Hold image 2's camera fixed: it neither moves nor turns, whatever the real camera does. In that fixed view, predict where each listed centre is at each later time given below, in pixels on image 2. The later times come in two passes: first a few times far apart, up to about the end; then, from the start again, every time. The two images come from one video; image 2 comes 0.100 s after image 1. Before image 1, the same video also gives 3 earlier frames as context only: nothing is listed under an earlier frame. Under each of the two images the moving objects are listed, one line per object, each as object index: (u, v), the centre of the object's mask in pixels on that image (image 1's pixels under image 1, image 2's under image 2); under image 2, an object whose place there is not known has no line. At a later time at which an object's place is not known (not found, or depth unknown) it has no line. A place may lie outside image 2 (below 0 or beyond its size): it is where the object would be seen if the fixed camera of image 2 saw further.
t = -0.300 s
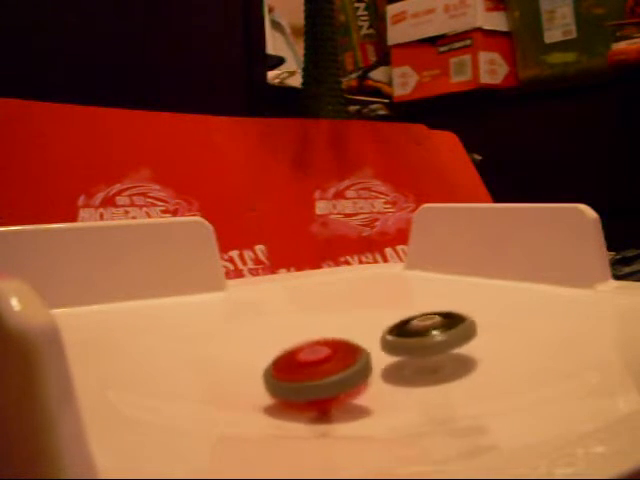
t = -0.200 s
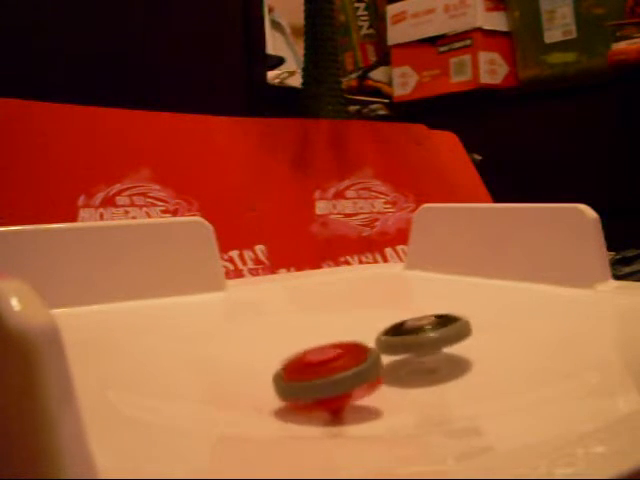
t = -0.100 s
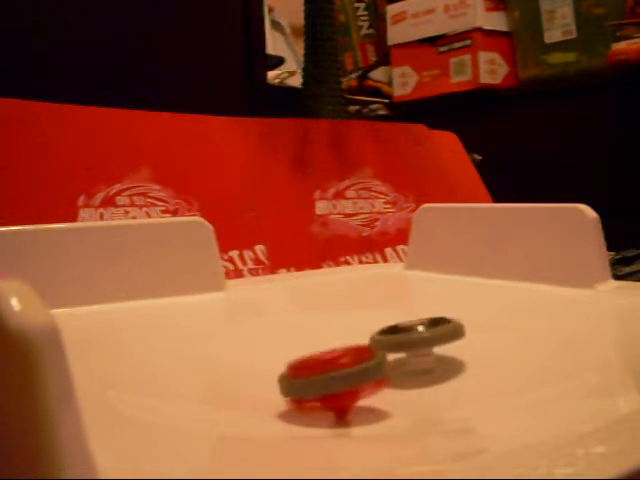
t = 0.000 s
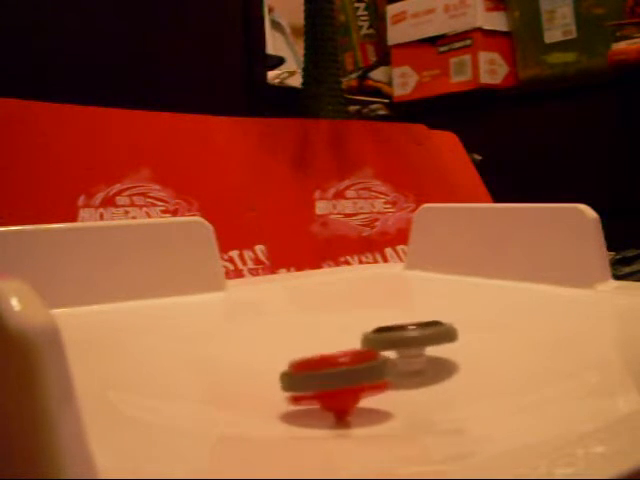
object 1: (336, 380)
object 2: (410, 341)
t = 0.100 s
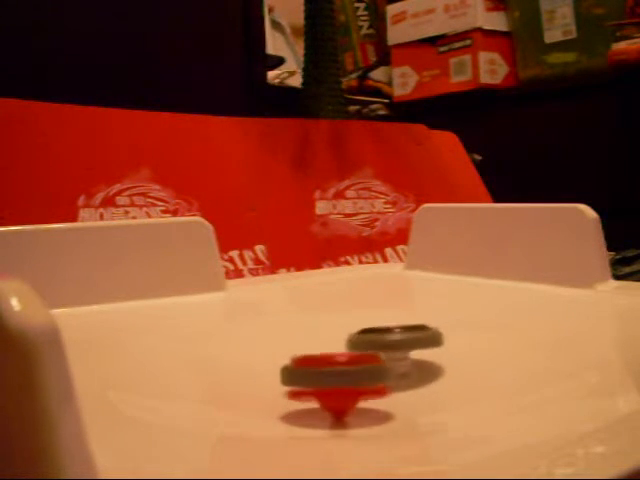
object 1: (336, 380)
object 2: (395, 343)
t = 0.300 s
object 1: (340, 379)
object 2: (351, 342)
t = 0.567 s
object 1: (369, 374)
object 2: (316, 341)
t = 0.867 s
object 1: (401, 371)
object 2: (326, 348)
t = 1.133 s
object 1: (402, 371)
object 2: (327, 352)
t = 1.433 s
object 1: (429, 377)
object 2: (288, 341)
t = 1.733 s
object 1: (428, 373)
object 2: (284, 342)
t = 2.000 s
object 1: (434, 357)
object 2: (282, 347)
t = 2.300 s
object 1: (440, 349)
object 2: (284, 353)
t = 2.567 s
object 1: (423, 351)
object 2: (283, 355)
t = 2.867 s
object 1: (382, 347)
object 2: (283, 359)
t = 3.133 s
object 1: (379, 342)
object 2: (286, 362)
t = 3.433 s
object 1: (372, 347)
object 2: (287, 368)
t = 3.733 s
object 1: (361, 347)
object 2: (284, 368)
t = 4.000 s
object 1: (377, 350)
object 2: (274, 369)
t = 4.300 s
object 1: (370, 358)
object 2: (278, 372)
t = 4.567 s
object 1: (372, 358)
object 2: (277, 375)
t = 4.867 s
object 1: (408, 351)
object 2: (299, 376)
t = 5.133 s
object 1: (425, 349)
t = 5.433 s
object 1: (370, 348)
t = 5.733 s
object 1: (360, 336)
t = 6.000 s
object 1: (359, 334)
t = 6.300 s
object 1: (383, 339)
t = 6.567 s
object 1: (394, 352)
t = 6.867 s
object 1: (385, 365)
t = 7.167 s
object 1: (388, 367)
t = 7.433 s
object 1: (384, 368)
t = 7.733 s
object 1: (376, 371)
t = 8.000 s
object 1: (371, 372)
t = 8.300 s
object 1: (371, 372)
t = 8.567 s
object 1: (371, 373)
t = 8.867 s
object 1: (371, 372)
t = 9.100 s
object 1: (371, 372)
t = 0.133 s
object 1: (337, 380)
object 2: (388, 341)
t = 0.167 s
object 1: (337, 379)
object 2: (380, 341)
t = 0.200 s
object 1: (337, 379)
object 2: (372, 342)
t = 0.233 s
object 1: (337, 379)
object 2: (365, 342)
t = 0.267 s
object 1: (340, 379)
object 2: (358, 342)
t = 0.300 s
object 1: (340, 379)
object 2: (351, 342)
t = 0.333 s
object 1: (342, 378)
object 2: (344, 342)
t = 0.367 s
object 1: (344, 377)
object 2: (337, 342)
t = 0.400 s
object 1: (346, 377)
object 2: (333, 341)
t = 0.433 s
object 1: (349, 377)
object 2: (328, 340)
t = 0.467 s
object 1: (354, 376)
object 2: (322, 340)
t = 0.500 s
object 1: (359, 375)
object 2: (316, 340)
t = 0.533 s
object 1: (364, 375)
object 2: (317, 341)
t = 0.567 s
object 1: (369, 374)
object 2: (316, 341)
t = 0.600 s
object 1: (374, 373)
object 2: (316, 342)
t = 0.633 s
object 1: (378, 372)
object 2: (317, 343)
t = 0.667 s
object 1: (382, 372)
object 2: (318, 344)
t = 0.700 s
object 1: (386, 372)
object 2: (319, 345)
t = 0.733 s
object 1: (390, 371)
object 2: (321, 345)
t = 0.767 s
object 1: (393, 371)
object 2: (322, 346)
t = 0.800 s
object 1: (397, 371)
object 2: (324, 346)
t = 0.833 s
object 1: (398, 371)
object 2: (325, 347)
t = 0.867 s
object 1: (401, 371)
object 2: (326, 348)
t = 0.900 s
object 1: (404, 369)
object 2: (327, 348)
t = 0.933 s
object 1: (403, 371)
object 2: (328, 349)
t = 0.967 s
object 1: (404, 370)
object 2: (328, 350)
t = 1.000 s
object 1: (403, 371)
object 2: (329, 350)
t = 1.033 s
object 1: (403, 371)
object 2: (329, 351)
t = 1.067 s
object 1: (402, 371)
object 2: (328, 350)
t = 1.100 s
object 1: (403, 371)
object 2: (328, 351)
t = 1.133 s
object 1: (402, 371)
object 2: (327, 352)
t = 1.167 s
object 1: (401, 371)
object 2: (326, 353)
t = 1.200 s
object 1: (401, 371)
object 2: (326, 353)
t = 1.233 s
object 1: (403, 370)
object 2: (324, 354)
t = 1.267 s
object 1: (417, 373)
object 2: (317, 344)
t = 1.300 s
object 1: (425, 375)
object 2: (309, 339)
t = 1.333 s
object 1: (430, 377)
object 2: (301, 336)
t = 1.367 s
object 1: (430, 377)
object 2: (295, 335)
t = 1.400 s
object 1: (429, 377)
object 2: (291, 336)
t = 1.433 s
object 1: (429, 377)
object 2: (288, 341)
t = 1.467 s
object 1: (429, 376)
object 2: (287, 342)
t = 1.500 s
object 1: (429, 375)
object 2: (287, 342)
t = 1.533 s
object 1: (429, 375)
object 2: (286, 343)
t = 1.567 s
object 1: (429, 375)
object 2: (286, 343)
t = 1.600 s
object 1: (429, 375)
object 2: (286, 344)
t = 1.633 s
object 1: (428, 375)
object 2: (285, 345)
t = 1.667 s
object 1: (428, 374)
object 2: (285, 345)
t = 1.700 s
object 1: (428, 374)
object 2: (284, 344)
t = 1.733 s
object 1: (428, 373)
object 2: (284, 342)
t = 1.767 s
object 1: (428, 371)
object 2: (284, 345)
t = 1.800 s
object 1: (428, 369)
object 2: (284, 345)
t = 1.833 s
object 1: (428, 367)
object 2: (284, 345)
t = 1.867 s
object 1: (428, 365)
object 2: (284, 346)
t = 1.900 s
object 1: (430, 363)
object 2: (283, 346)
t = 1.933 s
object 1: (431, 360)
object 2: (283, 346)
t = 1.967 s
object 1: (432, 358)
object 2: (283, 347)
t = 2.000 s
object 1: (434, 357)
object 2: (282, 347)
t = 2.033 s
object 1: (435, 356)
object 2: (283, 347)
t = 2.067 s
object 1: (437, 355)
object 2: (282, 348)
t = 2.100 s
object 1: (439, 353)
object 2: (282, 349)
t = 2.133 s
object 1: (440, 352)
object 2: (282, 349)
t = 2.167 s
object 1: (441, 352)
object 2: (282, 351)
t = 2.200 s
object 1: (441, 350)
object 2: (282, 351)
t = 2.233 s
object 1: (441, 350)
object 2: (283, 351)
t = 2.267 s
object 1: (441, 349)
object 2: (284, 352)
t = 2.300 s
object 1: (440, 349)
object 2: (284, 353)
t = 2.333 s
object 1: (439, 349)
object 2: (284, 354)
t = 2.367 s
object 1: (438, 349)
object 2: (284, 354)
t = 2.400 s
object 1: (437, 350)
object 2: (285, 354)
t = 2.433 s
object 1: (435, 350)
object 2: (284, 355)
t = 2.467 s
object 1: (433, 351)
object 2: (284, 355)
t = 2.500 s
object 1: (430, 351)
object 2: (284, 355)
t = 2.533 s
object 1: (426, 351)
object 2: (283, 355)
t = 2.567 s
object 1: (423, 351)
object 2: (283, 355)
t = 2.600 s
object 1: (418, 352)
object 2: (283, 355)
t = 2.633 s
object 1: (414, 351)
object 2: (283, 356)
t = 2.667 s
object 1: (408, 351)
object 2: (282, 356)
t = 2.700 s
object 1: (403, 351)
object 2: (282, 357)
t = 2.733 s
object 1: (396, 350)
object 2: (282, 357)
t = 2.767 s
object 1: (390, 350)
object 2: (282, 358)
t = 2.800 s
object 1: (386, 349)
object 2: (283, 358)
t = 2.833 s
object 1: (384, 348)
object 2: (283, 360)
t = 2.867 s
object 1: (382, 347)
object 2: (283, 359)
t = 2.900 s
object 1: (381, 347)
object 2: (284, 359)
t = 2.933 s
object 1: (380, 347)
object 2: (284, 360)
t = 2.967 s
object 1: (380, 345)
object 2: (285, 361)
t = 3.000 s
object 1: (379, 344)
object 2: (285, 361)
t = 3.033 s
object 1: (379, 345)
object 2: (285, 361)
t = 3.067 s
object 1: (379, 343)
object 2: (285, 361)
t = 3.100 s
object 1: (379, 344)
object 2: (286, 362)
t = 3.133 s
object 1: (379, 342)
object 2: (286, 362)
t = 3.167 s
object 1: (378, 344)
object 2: (286, 363)
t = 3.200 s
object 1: (377, 345)
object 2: (286, 364)
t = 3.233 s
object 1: (377, 344)
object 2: (287, 363)
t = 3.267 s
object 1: (377, 345)
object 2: (287, 364)
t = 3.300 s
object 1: (376, 345)
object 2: (288, 364)
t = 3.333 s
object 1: (375, 346)
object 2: (288, 364)
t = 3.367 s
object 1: (373, 346)
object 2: (290, 367)
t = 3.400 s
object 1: (373, 347)
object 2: (288, 367)
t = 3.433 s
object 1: (372, 347)
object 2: (287, 368)
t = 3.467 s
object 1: (370, 348)
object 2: (286, 368)
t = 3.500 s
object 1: (369, 348)
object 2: (284, 367)
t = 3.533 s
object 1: (367, 348)
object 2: (281, 368)
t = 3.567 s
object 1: (367, 348)
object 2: (281, 367)
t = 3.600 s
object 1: (365, 348)
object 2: (282, 368)
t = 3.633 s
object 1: (363, 348)
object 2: (282, 368)
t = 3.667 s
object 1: (362, 348)
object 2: (283, 368)
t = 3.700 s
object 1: (361, 347)
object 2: (283, 368)
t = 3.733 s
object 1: (361, 347)
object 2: (284, 368)
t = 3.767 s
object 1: (361, 347)
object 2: (284, 369)
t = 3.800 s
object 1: (361, 348)
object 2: (282, 369)
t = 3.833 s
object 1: (362, 348)
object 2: (283, 367)
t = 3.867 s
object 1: (366, 348)
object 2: (281, 367)
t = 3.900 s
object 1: (372, 347)
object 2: (272, 368)
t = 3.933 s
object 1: (376, 349)
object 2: (270, 368)
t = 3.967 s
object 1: (377, 349)
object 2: (271, 367)
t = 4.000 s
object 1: (377, 350)
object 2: (274, 369)
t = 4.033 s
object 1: (377, 350)
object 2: (276, 369)
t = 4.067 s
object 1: (377, 352)
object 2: (277, 369)
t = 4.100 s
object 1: (377, 353)
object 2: (278, 370)
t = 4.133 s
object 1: (377, 354)
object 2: (279, 370)
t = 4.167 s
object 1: (375, 356)
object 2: (280, 370)
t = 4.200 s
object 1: (374, 358)
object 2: (281, 371)
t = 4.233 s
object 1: (371, 360)
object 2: (281, 371)
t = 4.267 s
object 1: (372, 357)
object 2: (278, 371)
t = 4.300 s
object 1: (370, 358)
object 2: (278, 372)
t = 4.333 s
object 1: (369, 359)
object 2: (279, 374)
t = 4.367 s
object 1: (369, 358)
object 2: (279, 375)
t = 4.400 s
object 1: (368, 359)
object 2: (280, 375)
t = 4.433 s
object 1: (367, 359)
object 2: (280, 375)
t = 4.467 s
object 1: (366, 358)
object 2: (280, 375)
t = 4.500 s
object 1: (366, 358)
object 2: (281, 375)
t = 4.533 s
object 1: (366, 357)
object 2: (283, 375)
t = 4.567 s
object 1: (372, 358)
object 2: (277, 375)
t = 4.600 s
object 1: (379, 357)
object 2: (273, 376)
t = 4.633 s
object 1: (385, 354)
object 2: (274, 376)
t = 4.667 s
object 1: (391, 352)
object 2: (277, 376)
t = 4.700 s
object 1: (397, 352)
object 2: (280, 376)
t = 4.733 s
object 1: (401, 351)
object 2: (282, 376)
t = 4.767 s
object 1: (405, 351)
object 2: (285, 377)
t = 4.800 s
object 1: (407, 351)
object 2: (288, 376)
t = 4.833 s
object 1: (409, 351)
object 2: (292, 376)
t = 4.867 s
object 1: (408, 351)
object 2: (299, 376)
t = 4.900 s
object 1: (409, 352)
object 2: (307, 375)
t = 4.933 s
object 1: (410, 354)
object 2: (319, 374)
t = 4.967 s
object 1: (415, 354)
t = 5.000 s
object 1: (423, 351)
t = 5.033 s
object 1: (429, 348)
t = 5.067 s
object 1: (429, 349)
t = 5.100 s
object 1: (427, 350)
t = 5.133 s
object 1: (425, 349)
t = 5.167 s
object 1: (420, 350)
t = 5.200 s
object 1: (417, 351)
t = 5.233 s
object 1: (411, 351)
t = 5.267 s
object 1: (406, 352)
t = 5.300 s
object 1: (402, 351)
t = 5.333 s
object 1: (393, 351)
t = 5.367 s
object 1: (387, 350)
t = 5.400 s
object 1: (379, 351)
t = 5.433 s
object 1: (370, 348)
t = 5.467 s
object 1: (364, 346)
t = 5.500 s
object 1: (358, 343)
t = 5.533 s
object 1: (356, 342)
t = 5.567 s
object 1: (356, 341)
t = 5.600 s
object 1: (357, 341)
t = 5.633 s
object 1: (358, 341)
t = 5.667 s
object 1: (358, 337)
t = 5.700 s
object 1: (359, 337)
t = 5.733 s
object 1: (360, 336)
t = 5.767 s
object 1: (361, 334)
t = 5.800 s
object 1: (364, 335)
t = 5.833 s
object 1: (363, 336)
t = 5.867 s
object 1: (362, 335)
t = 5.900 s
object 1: (360, 336)
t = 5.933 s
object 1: (360, 335)
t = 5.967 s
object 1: (360, 335)
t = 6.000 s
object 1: (359, 334)
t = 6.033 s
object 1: (359, 335)
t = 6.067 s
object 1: (360, 335)
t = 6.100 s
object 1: (360, 336)
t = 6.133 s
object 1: (362, 337)
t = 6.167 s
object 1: (363, 339)
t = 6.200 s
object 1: (366, 341)
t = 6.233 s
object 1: (374, 349)
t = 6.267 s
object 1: (376, 349)
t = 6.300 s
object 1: (383, 339)
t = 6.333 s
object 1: (387, 340)
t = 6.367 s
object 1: (390, 345)
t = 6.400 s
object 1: (397, 347)
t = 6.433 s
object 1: (400, 347)
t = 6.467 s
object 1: (402, 348)
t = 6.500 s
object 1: (401, 350)
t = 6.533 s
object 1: (396, 351)
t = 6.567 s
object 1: (394, 352)
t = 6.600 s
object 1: (392, 353)
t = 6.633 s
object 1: (390, 355)
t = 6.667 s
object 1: (389, 357)
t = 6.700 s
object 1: (390, 356)
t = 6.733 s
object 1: (391, 358)
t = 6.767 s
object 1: (391, 360)
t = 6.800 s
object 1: (391, 362)
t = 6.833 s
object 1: (389, 361)
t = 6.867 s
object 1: (385, 365)
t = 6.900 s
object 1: (383, 367)
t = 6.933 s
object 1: (383, 368)
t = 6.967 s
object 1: (383, 369)
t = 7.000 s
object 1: (383, 369)
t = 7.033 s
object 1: (385, 367)
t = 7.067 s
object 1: (384, 368)
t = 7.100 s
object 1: (384, 368)
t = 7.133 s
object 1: (386, 367)
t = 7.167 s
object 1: (388, 367)
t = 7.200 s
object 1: (389, 367)
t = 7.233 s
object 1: (391, 366)
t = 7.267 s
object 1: (392, 366)
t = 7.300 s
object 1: (392, 367)
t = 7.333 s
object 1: (389, 367)
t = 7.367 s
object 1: (387, 367)
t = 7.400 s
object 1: (387, 368)
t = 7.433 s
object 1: (384, 368)
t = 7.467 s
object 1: (384, 368)
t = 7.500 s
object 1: (382, 369)
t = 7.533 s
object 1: (381, 369)
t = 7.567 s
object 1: (380, 370)
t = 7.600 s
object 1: (380, 370)
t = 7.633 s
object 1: (380, 370)
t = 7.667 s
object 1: (377, 371)
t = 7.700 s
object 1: (375, 371)
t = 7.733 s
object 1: (376, 371)
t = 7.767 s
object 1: (376, 372)
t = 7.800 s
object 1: (375, 372)
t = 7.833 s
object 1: (374, 373)
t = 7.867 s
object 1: (373, 373)
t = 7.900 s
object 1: (372, 372)
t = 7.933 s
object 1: (371, 372)
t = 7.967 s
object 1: (371, 372)
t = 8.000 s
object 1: (371, 372)
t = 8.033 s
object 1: (371, 372)
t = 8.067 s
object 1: (370, 372)
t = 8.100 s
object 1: (370, 373)
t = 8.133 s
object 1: (370, 372)
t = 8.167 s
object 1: (371, 372)
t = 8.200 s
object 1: (371, 372)
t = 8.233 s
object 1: (371, 372)
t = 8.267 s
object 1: (371, 372)
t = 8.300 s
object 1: (371, 372)
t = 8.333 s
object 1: (371, 373)
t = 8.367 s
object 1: (371, 373)
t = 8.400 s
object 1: (371, 373)
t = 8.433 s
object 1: (371, 373)
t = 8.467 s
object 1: (371, 373)
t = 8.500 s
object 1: (371, 373)
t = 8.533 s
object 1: (371, 373)
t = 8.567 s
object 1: (371, 373)
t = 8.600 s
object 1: (371, 373)
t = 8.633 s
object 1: (371, 373)
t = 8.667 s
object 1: (371, 373)
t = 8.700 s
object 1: (371, 372)
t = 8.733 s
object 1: (371, 372)
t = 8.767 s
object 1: (371, 372)
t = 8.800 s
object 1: (371, 372)
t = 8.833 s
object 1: (371, 372)
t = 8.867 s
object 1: (371, 372)
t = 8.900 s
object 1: (371, 372)
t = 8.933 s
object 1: (371, 372)
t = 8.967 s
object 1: (371, 372)
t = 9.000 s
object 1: (371, 372)
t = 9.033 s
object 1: (371, 372)
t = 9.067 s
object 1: (371, 372)
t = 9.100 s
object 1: (371, 372)
